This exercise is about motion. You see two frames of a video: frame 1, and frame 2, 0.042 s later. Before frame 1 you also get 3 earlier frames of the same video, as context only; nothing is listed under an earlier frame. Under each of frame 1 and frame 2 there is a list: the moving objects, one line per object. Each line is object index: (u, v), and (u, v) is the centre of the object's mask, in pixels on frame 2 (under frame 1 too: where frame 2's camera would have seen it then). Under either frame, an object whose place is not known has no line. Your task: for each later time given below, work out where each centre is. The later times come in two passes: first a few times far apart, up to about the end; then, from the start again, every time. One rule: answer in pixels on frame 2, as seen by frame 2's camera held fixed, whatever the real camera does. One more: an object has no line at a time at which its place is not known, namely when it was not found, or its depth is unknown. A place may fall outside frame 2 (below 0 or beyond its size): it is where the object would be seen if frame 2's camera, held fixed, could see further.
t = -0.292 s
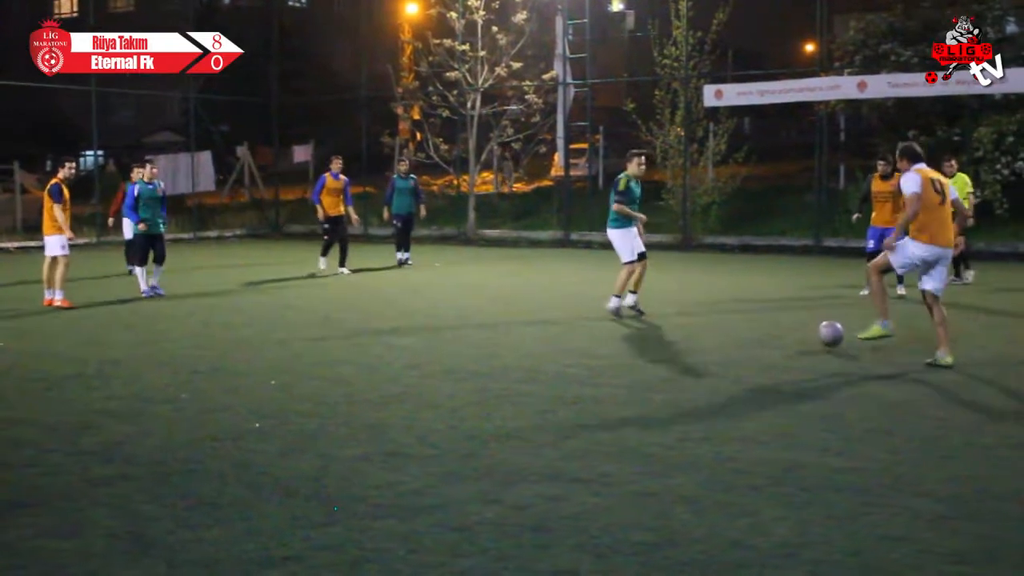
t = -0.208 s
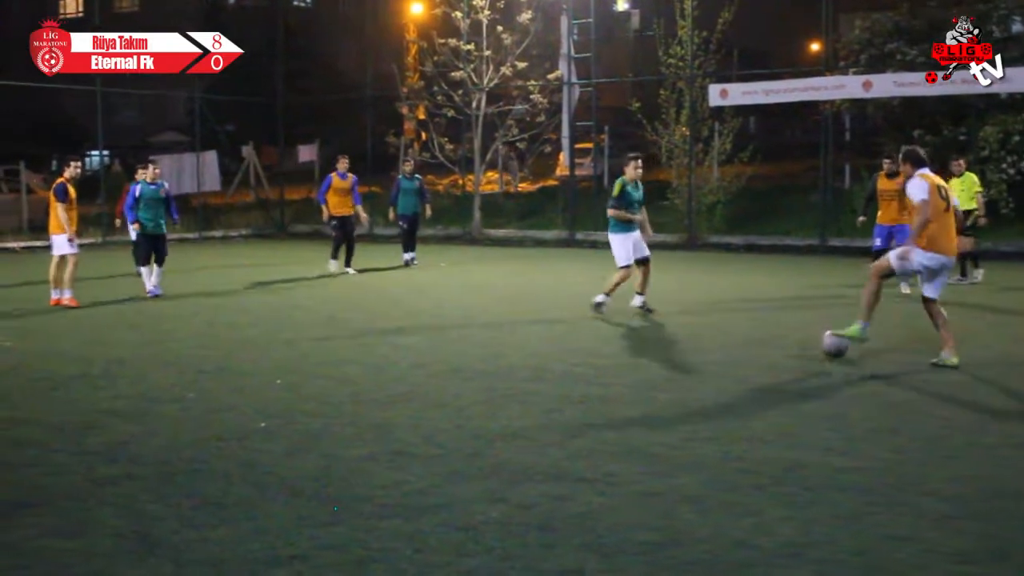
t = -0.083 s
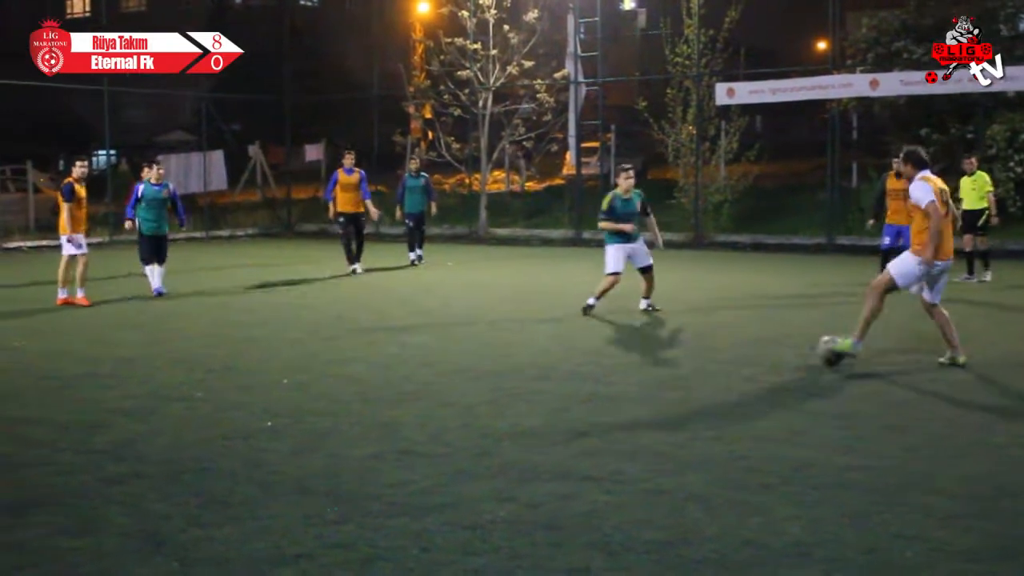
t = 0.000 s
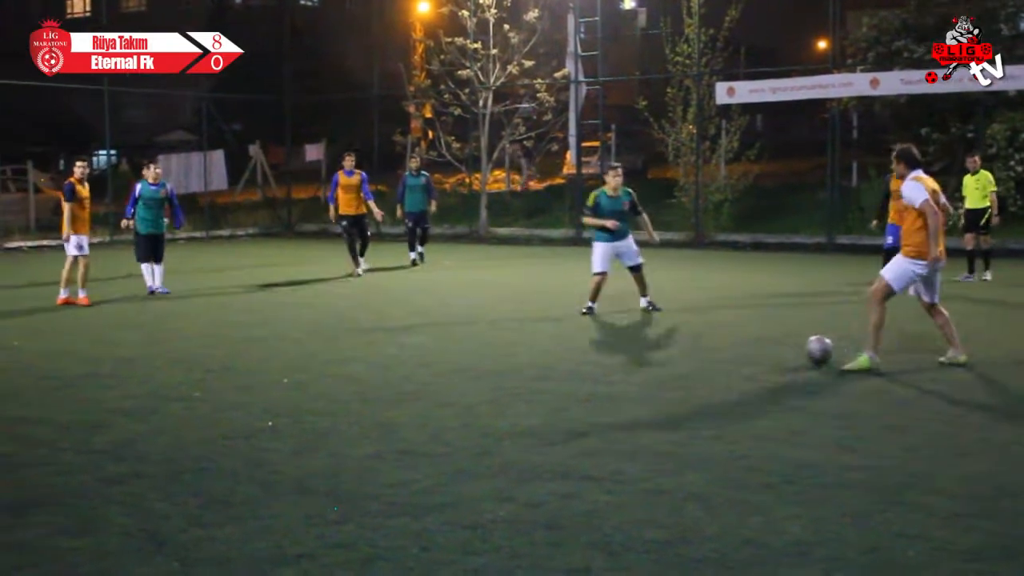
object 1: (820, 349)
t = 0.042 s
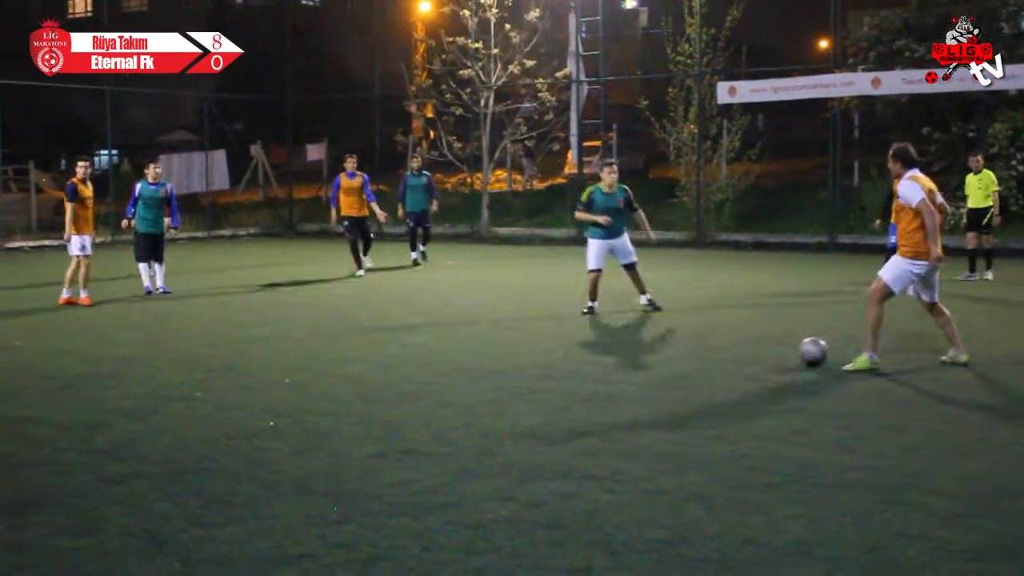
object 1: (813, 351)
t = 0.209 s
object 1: (787, 353)
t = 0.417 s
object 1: (752, 356)
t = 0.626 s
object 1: (720, 359)
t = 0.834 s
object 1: (686, 363)
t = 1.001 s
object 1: (660, 365)
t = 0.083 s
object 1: (806, 350)
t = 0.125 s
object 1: (801, 352)
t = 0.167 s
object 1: (793, 353)
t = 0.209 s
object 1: (787, 353)
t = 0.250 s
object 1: (780, 353)
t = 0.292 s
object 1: (774, 354)
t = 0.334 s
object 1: (766, 355)
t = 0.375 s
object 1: (759, 356)
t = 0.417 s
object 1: (752, 356)
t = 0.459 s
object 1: (745, 357)
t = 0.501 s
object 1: (739, 358)
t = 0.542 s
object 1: (732, 358)
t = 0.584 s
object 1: (726, 358)
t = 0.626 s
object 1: (720, 359)
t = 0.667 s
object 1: (712, 360)
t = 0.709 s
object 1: (706, 360)
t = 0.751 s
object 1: (699, 361)
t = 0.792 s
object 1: (692, 362)
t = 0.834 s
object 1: (686, 363)
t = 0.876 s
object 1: (679, 363)
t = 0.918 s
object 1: (673, 364)
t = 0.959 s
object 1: (666, 364)
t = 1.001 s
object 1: (660, 365)
